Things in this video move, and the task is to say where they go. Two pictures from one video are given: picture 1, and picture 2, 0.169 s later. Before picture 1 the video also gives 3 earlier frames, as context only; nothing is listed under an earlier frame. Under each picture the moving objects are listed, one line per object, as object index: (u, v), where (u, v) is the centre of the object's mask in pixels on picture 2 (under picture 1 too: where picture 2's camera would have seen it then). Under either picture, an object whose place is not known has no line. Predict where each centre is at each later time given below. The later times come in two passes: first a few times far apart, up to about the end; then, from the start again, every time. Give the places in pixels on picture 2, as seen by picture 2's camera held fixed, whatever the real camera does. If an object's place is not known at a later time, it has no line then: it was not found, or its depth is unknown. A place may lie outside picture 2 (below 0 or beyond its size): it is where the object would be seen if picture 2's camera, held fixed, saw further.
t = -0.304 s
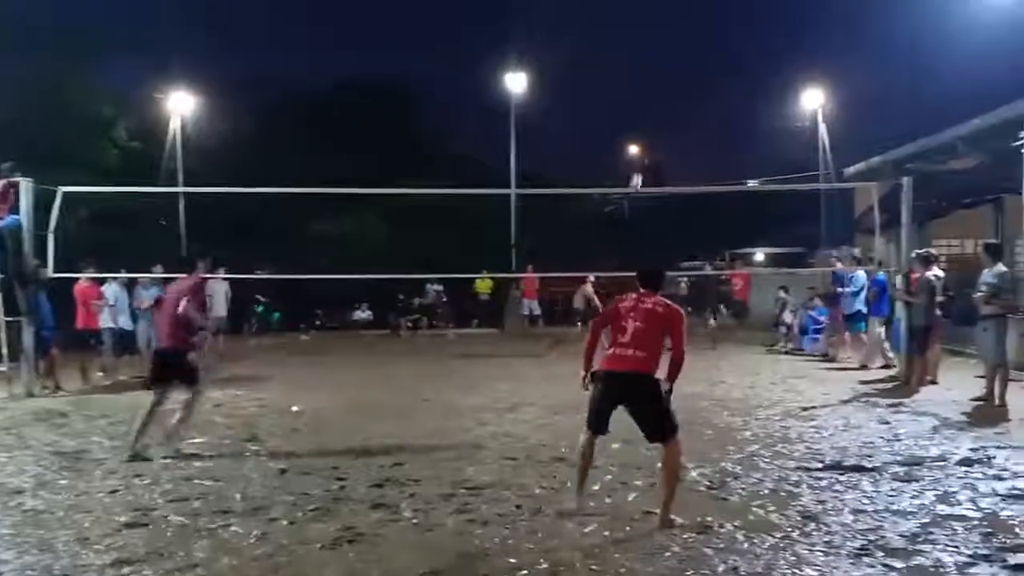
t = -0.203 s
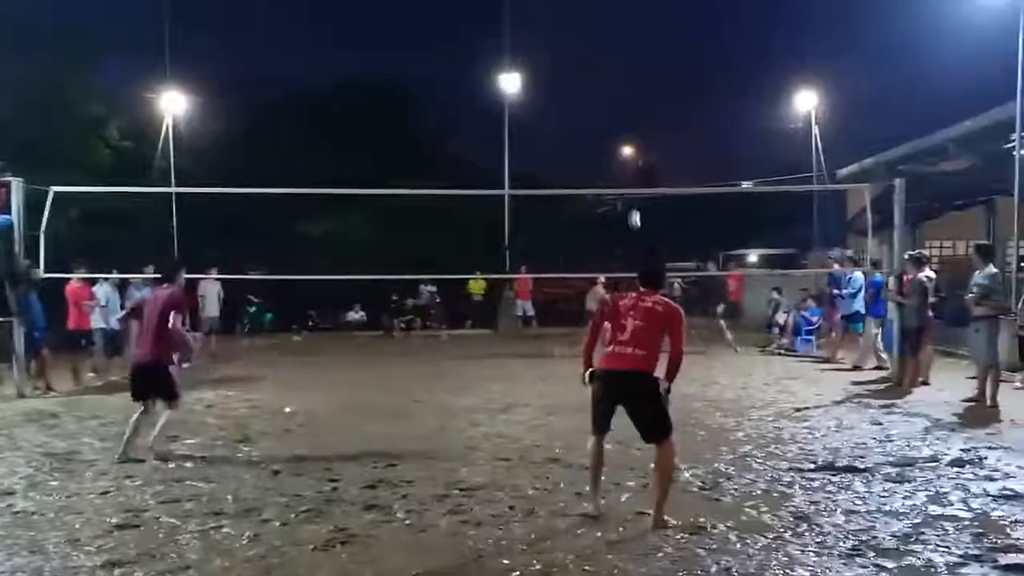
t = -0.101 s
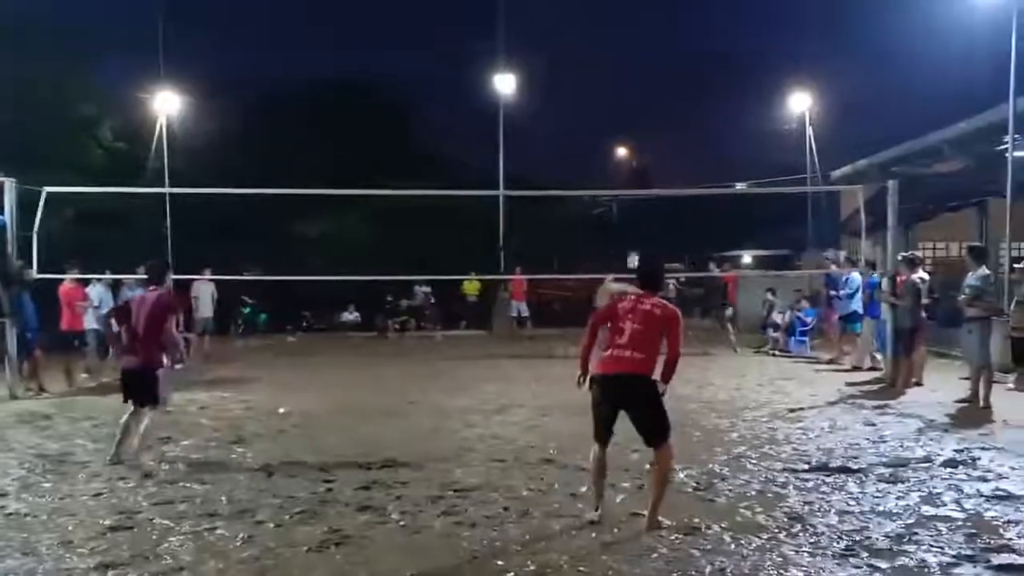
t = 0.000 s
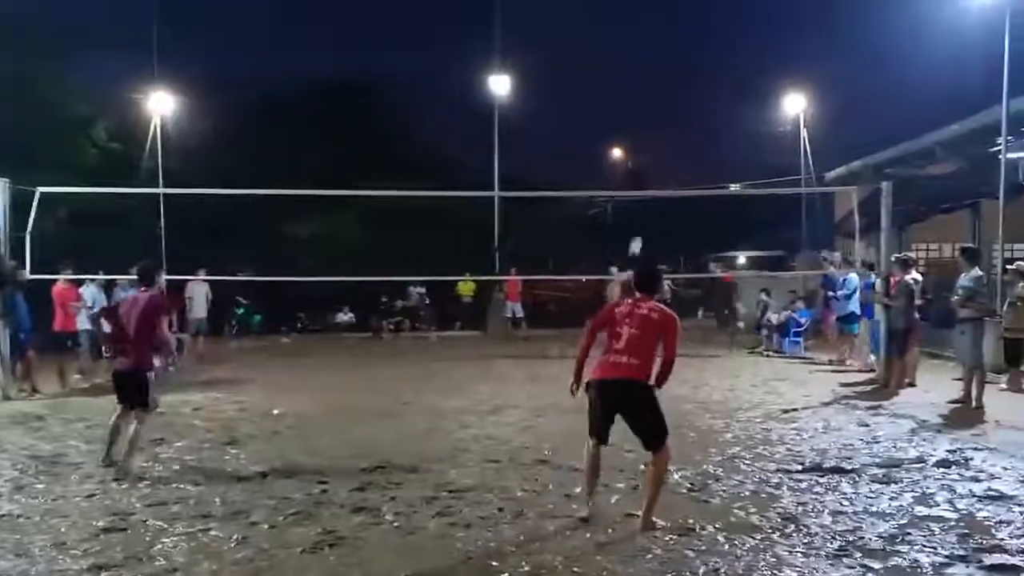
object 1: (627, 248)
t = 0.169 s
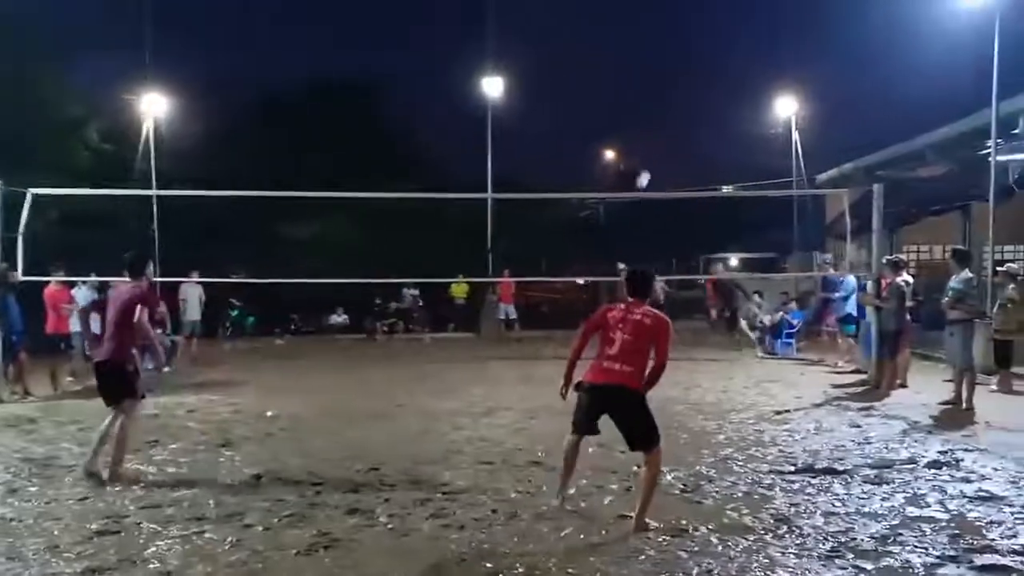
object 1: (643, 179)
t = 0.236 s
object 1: (649, 156)
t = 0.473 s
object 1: (670, 89)
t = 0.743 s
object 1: (695, 50)
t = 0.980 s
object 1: (720, 56)
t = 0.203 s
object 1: (646, 167)
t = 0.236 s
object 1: (649, 156)
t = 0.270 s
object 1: (652, 143)
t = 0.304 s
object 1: (654, 133)
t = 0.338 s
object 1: (657, 123)
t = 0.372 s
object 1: (661, 114)
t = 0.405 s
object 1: (664, 105)
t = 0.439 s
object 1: (666, 97)
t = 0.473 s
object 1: (670, 89)
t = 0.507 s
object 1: (673, 82)
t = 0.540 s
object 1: (676, 75)
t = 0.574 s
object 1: (679, 69)
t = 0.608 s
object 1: (682, 64)
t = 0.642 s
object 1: (686, 59)
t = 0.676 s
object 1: (688, 55)
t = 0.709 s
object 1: (692, 52)
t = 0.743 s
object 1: (695, 50)
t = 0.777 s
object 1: (698, 49)
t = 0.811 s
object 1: (702, 48)
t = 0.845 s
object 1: (706, 48)
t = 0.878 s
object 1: (709, 49)
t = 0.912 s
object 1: (713, 51)
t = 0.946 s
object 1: (716, 53)
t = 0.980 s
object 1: (720, 56)
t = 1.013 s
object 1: (724, 61)
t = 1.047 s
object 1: (727, 66)
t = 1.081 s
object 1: (731, 71)
